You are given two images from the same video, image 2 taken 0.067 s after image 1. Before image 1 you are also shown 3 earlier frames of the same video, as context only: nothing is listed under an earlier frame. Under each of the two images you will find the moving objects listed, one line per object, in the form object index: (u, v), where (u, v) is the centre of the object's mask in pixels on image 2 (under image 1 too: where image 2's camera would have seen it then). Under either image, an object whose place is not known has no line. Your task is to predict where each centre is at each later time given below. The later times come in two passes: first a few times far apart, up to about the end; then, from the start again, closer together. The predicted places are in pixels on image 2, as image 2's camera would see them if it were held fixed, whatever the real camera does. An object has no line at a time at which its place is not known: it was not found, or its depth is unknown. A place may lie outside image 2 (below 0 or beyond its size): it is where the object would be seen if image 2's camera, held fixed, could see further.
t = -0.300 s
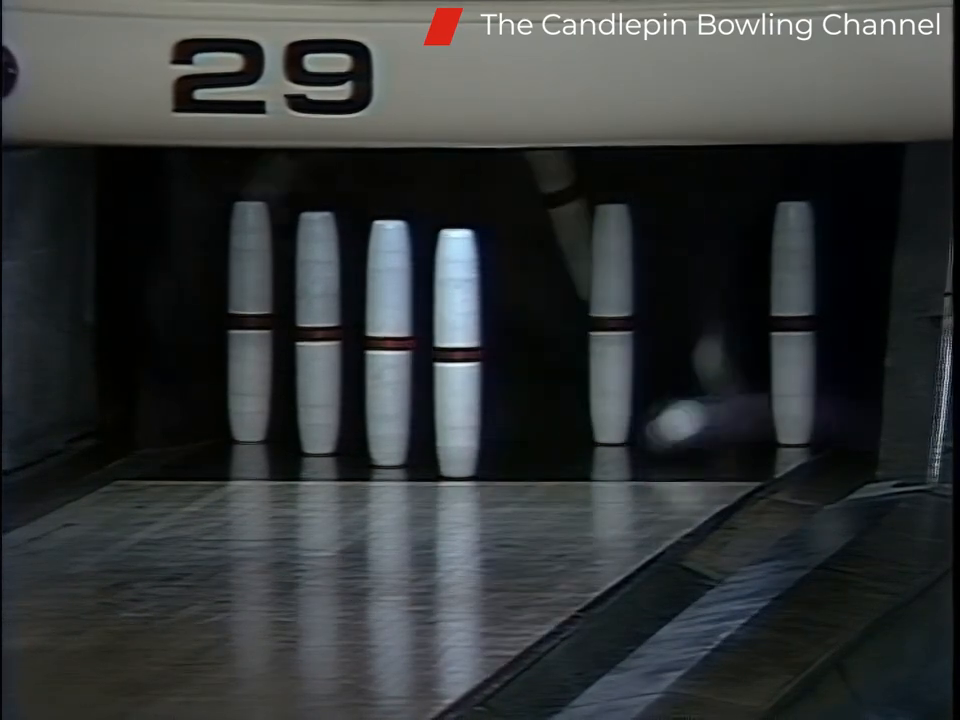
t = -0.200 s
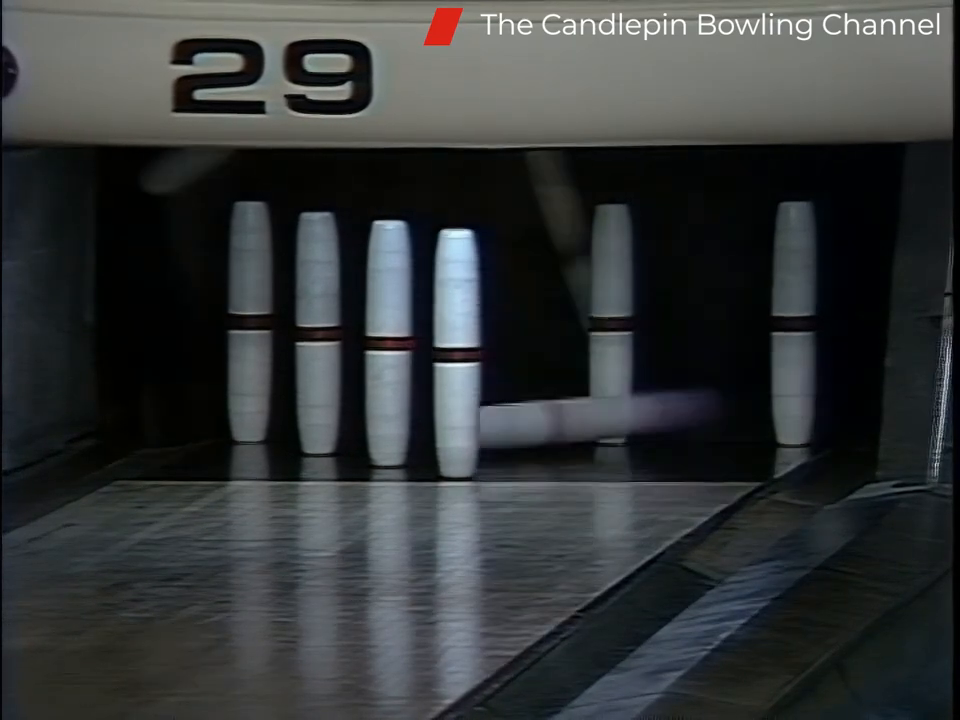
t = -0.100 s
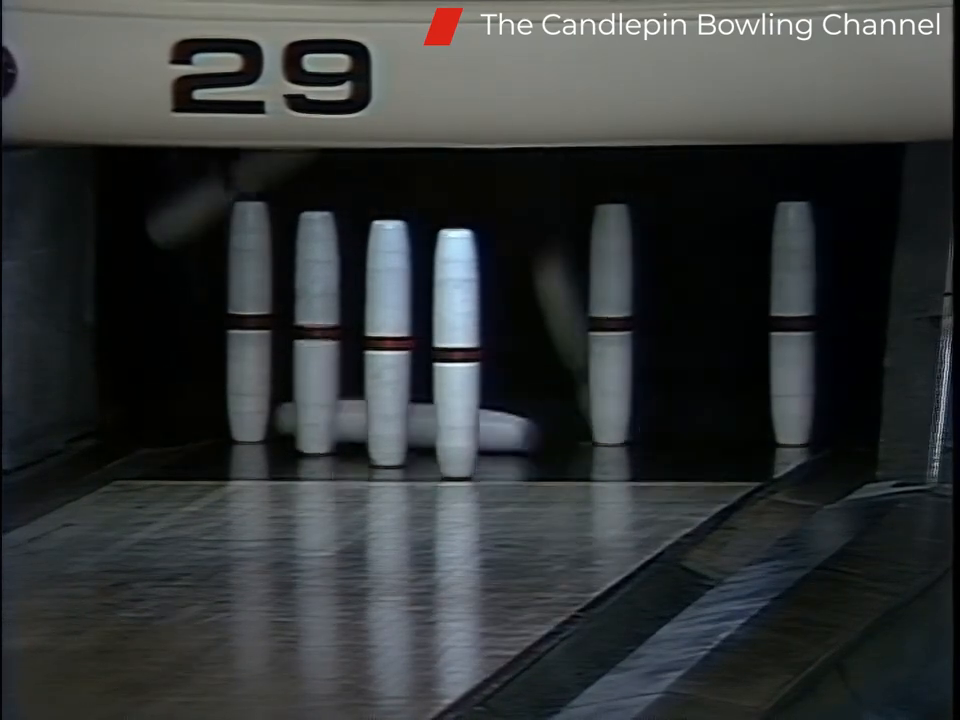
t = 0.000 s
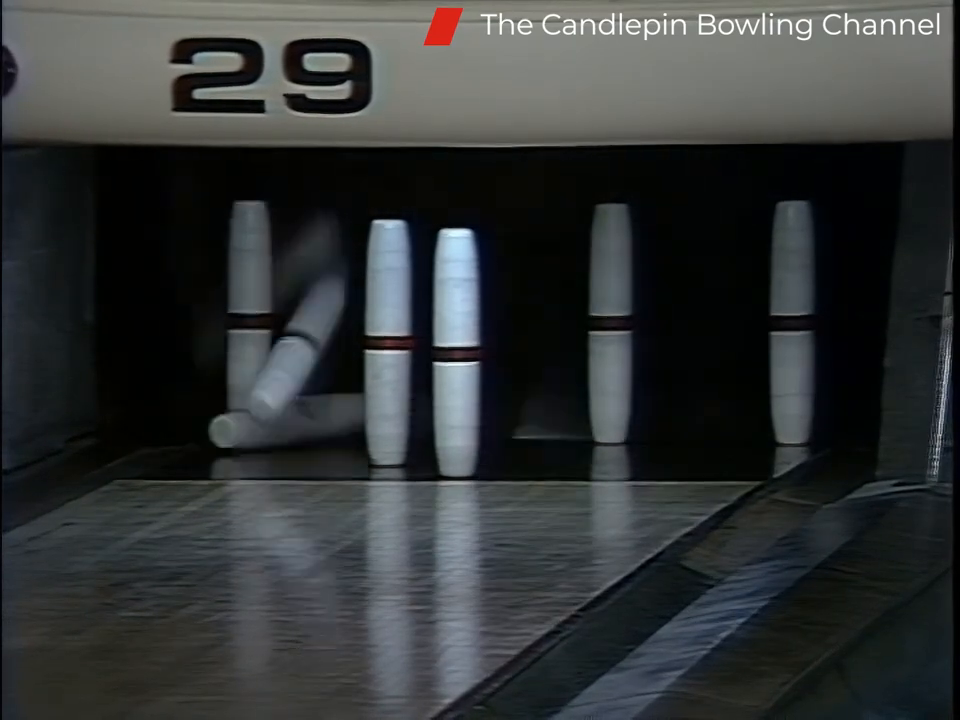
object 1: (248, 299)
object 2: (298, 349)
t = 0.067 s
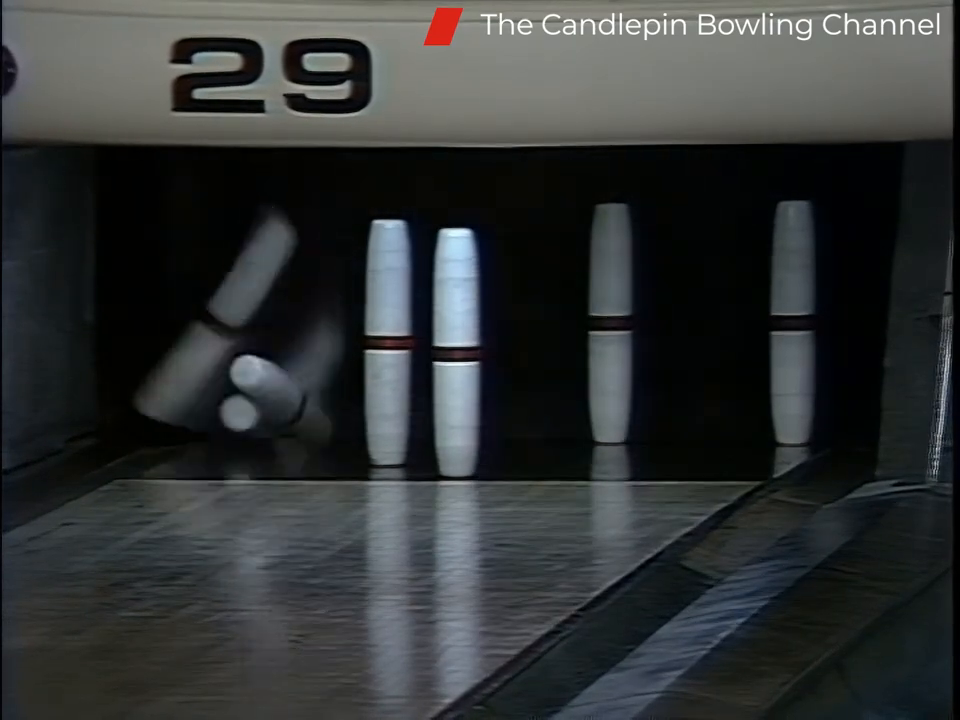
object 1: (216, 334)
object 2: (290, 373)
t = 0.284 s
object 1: (223, 349)
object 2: (249, 411)
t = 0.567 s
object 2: (210, 452)
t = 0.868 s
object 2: (184, 455)
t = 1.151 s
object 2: (183, 456)
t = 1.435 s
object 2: (180, 456)
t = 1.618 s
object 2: (174, 456)
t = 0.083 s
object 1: (208, 342)
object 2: (279, 391)
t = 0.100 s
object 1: (198, 338)
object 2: (276, 405)
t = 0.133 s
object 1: (207, 350)
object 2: (271, 409)
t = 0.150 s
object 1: (214, 357)
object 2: (268, 405)
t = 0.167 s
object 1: (215, 361)
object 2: (265, 401)
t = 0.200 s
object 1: (202, 355)
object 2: (260, 396)
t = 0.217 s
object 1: (214, 350)
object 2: (257, 397)
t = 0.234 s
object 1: (216, 348)
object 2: (253, 399)
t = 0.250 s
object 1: (217, 349)
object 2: (245, 401)
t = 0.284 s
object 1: (223, 349)
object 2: (249, 411)
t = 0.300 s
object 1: (224, 347)
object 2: (245, 415)
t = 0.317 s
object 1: (225, 347)
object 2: (247, 420)
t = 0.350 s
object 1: (224, 349)
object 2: (238, 432)
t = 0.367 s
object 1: (222, 351)
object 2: (237, 436)
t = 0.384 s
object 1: (221, 357)
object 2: (236, 439)
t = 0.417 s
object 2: (230, 445)
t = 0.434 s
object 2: (227, 446)
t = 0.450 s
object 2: (225, 447)
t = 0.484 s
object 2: (219, 449)
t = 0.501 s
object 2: (218, 451)
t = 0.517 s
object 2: (215, 451)
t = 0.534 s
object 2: (213, 451)
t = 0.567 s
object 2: (210, 452)
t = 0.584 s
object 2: (208, 453)
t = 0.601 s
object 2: (206, 453)
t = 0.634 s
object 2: (202, 453)
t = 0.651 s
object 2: (200, 454)
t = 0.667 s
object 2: (198, 454)
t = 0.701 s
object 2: (196, 454)
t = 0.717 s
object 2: (194, 454)
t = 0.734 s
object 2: (193, 455)
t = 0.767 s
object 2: (190, 455)
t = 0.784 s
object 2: (189, 455)
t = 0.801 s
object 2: (188, 455)
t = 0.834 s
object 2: (186, 456)
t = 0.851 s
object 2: (185, 455)
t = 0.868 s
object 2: (184, 455)
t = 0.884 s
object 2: (183, 455)
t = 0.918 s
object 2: (182, 455)
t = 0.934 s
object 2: (181, 456)
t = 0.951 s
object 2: (180, 456)
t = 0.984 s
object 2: (181, 456)
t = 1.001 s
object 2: (182, 456)
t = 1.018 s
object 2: (181, 456)
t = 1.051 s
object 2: (181, 456)
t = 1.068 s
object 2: (181, 456)
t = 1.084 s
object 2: (181, 456)
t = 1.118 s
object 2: (182, 456)
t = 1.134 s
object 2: (183, 456)
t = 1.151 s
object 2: (183, 456)
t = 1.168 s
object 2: (183, 456)
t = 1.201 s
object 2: (183, 456)
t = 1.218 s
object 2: (183, 456)
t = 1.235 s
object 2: (183, 456)
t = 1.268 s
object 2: (183, 456)
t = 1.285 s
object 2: (183, 456)
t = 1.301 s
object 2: (182, 456)
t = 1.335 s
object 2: (181, 456)
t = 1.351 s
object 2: (181, 456)
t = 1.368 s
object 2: (181, 456)
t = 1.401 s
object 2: (180, 456)
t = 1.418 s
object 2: (181, 456)
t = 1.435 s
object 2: (180, 456)
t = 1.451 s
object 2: (180, 456)
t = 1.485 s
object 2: (179, 456)
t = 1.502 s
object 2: (178, 456)
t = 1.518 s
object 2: (178, 456)
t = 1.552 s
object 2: (176, 456)
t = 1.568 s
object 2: (175, 456)
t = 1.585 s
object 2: (175, 456)
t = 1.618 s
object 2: (174, 456)
